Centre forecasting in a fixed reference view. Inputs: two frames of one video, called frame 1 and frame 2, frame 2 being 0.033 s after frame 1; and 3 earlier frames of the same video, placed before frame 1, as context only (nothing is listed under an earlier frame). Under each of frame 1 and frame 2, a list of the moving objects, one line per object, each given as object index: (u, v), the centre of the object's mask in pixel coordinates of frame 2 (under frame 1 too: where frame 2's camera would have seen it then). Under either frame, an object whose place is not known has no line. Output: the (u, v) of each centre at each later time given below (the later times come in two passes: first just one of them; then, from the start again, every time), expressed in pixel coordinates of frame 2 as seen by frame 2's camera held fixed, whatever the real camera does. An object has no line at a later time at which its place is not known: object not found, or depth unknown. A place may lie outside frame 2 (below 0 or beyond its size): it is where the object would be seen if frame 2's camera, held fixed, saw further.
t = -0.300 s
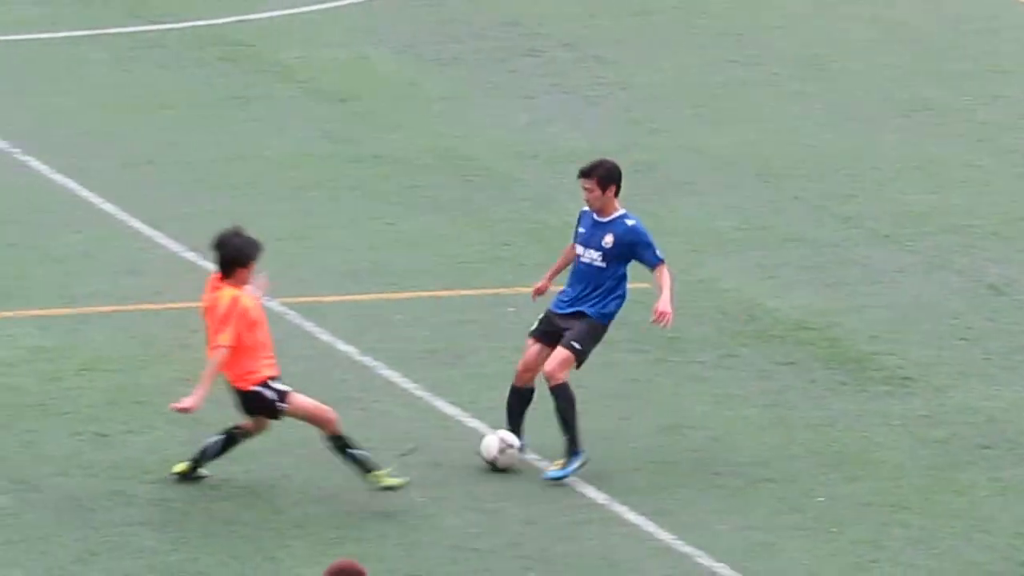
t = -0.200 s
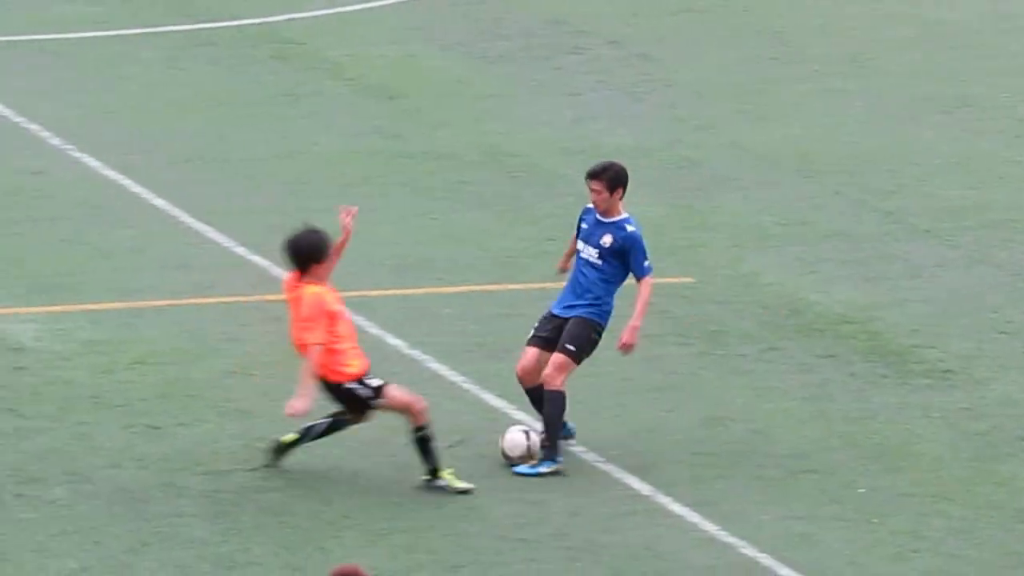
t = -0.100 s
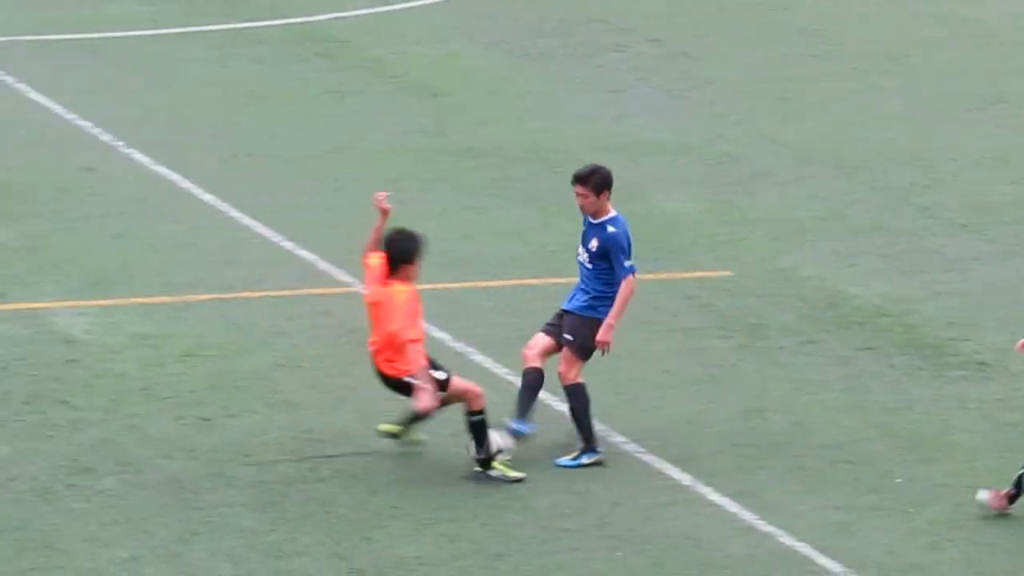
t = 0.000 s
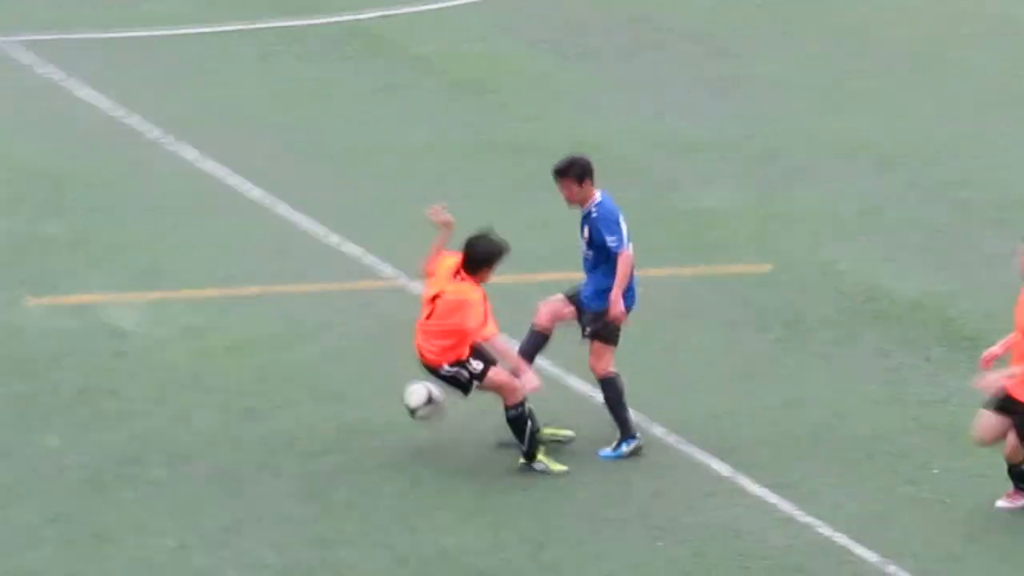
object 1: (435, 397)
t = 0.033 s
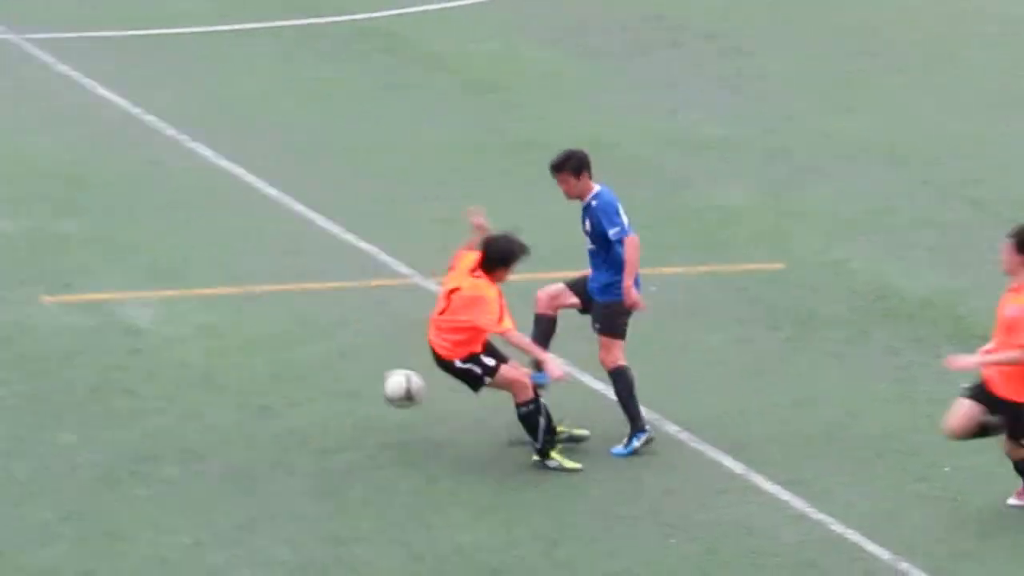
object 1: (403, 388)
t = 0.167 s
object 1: (263, 367)
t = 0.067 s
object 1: (368, 380)
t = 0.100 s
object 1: (333, 373)
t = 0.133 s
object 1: (298, 369)
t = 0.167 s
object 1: (263, 367)
